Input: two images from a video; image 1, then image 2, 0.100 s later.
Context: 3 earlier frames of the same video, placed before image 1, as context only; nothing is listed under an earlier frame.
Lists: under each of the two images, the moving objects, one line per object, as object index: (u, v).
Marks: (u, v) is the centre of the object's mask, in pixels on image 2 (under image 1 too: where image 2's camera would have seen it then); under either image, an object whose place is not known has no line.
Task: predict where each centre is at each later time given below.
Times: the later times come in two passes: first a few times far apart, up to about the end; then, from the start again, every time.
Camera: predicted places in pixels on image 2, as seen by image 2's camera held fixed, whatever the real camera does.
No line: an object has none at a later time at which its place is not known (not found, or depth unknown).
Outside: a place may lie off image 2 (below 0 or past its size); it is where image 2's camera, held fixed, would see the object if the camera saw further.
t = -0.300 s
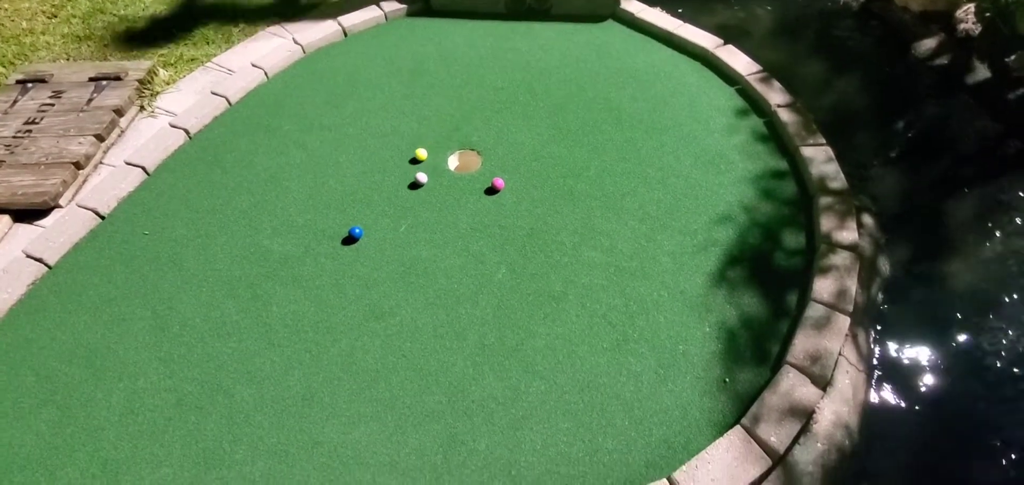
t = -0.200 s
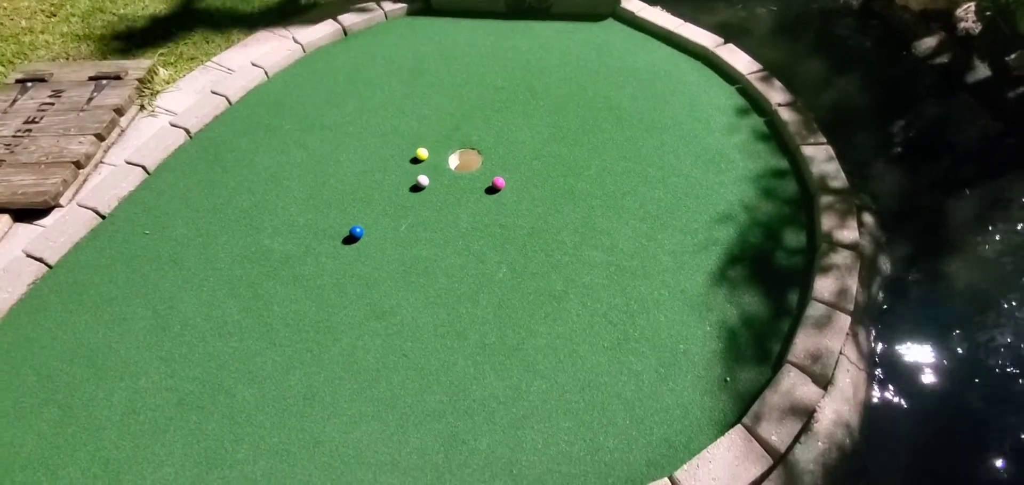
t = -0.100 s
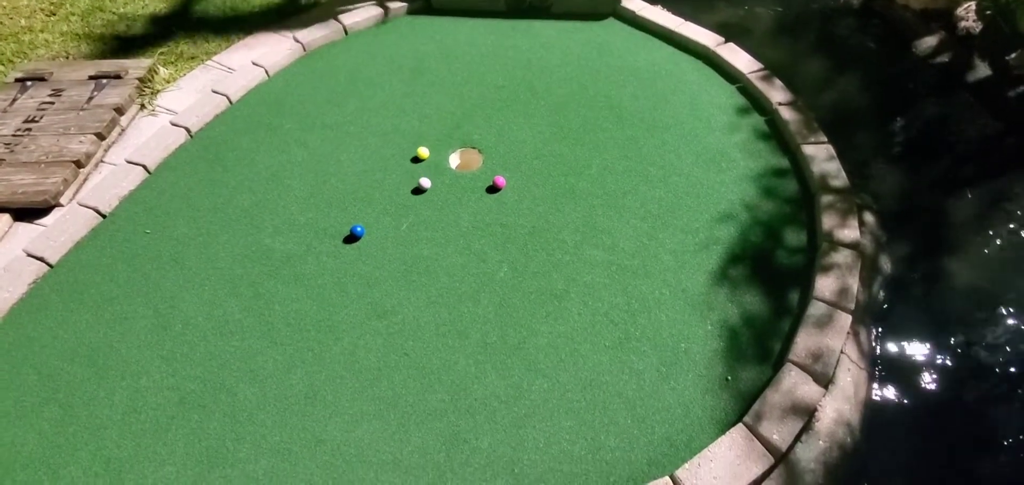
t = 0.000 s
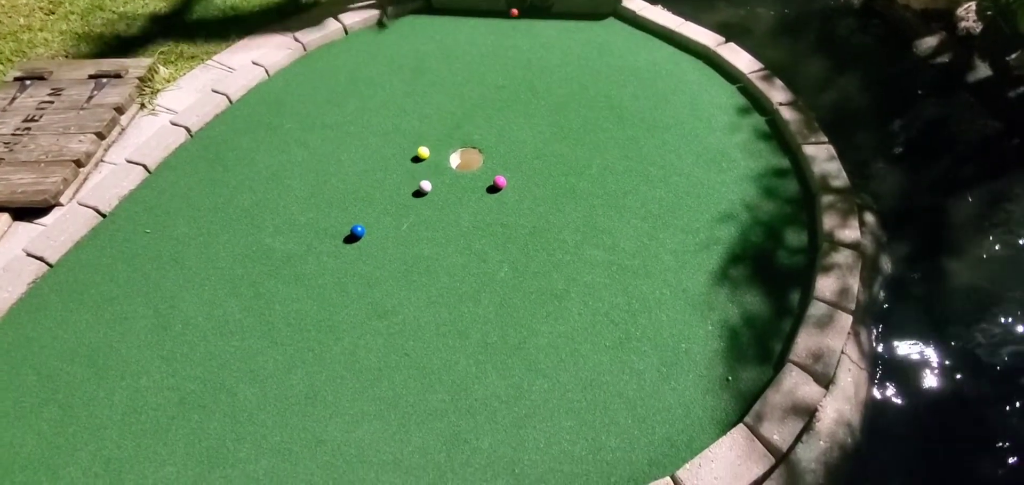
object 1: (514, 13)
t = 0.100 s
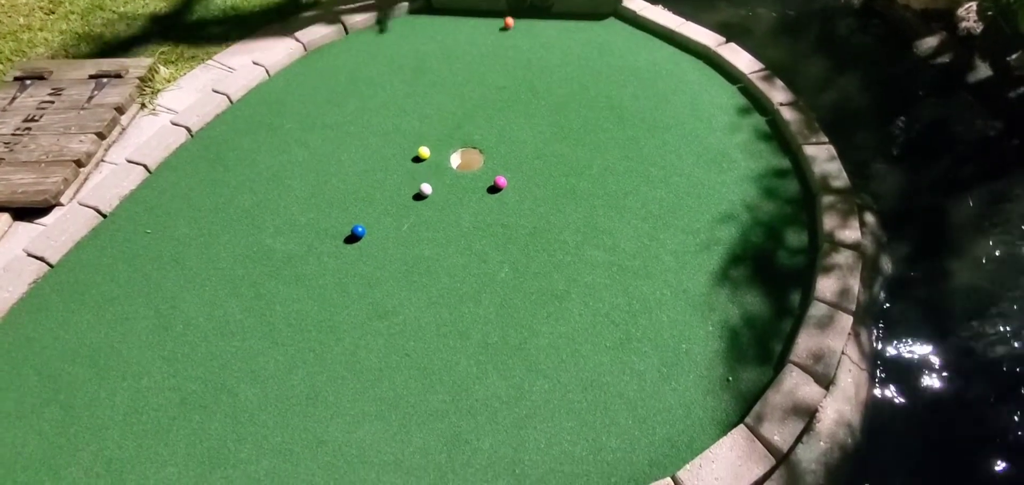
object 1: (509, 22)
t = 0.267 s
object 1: (498, 44)
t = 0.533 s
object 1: (483, 75)
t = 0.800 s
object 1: (468, 106)
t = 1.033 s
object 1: (454, 132)
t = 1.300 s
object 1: (445, 159)
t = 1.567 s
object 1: (448, 182)
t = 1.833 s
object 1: (454, 200)
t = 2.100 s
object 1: (457, 216)
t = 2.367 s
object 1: (462, 226)
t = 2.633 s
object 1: (466, 231)
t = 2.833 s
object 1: (466, 232)
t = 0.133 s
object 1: (505, 28)
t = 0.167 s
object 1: (503, 32)
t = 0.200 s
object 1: (501, 36)
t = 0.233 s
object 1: (499, 40)
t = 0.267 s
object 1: (498, 44)
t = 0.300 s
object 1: (496, 48)
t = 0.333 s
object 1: (494, 52)
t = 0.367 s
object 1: (492, 55)
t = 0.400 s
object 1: (490, 59)
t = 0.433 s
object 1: (488, 63)
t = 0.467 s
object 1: (487, 67)
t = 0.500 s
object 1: (485, 71)
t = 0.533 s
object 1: (483, 75)
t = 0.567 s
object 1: (481, 79)
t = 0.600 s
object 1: (479, 83)
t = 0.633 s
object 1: (478, 87)
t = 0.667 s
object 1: (476, 91)
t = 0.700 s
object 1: (474, 95)
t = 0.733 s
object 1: (472, 99)
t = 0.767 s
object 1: (470, 102)
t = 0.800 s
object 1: (468, 106)
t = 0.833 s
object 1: (466, 110)
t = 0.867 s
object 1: (464, 114)
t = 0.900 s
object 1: (462, 117)
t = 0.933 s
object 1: (460, 121)
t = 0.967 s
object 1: (458, 124)
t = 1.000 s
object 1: (456, 128)
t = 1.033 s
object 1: (454, 132)
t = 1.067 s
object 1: (452, 135)
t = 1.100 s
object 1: (451, 139)
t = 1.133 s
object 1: (449, 142)
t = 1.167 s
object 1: (448, 145)
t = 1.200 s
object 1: (447, 149)
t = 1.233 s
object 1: (446, 152)
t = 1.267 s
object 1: (445, 156)
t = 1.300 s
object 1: (445, 159)
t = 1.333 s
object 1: (445, 162)
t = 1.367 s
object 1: (445, 165)
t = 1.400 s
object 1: (445, 168)
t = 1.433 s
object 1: (446, 171)
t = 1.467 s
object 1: (446, 174)
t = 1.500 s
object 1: (447, 177)
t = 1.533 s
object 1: (448, 180)
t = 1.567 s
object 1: (448, 182)
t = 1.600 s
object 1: (451, 182)
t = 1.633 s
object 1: (451, 185)
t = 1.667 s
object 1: (452, 188)
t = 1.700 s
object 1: (452, 190)
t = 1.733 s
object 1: (453, 192)
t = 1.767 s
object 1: (453, 195)
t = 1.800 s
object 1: (454, 197)
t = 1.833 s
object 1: (454, 200)
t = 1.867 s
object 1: (455, 202)
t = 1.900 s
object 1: (455, 204)
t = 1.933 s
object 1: (455, 206)
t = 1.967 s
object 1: (456, 208)
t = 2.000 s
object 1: (456, 210)
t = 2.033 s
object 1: (456, 212)
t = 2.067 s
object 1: (457, 214)
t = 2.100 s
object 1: (457, 216)
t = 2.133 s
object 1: (458, 217)
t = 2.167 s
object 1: (458, 219)
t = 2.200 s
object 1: (459, 220)
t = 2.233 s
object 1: (459, 222)
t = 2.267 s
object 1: (460, 223)
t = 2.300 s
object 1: (460, 224)
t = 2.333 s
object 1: (461, 225)
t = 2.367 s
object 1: (462, 226)
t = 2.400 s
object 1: (462, 227)
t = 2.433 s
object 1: (463, 228)
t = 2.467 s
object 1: (464, 228)
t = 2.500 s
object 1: (465, 229)
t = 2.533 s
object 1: (465, 229)
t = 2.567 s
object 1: (466, 230)
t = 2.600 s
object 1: (466, 230)
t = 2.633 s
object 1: (466, 231)
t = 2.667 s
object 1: (466, 231)
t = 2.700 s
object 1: (466, 231)
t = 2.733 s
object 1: (466, 231)
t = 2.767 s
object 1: (466, 231)
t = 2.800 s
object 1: (466, 232)
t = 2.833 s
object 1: (466, 232)
